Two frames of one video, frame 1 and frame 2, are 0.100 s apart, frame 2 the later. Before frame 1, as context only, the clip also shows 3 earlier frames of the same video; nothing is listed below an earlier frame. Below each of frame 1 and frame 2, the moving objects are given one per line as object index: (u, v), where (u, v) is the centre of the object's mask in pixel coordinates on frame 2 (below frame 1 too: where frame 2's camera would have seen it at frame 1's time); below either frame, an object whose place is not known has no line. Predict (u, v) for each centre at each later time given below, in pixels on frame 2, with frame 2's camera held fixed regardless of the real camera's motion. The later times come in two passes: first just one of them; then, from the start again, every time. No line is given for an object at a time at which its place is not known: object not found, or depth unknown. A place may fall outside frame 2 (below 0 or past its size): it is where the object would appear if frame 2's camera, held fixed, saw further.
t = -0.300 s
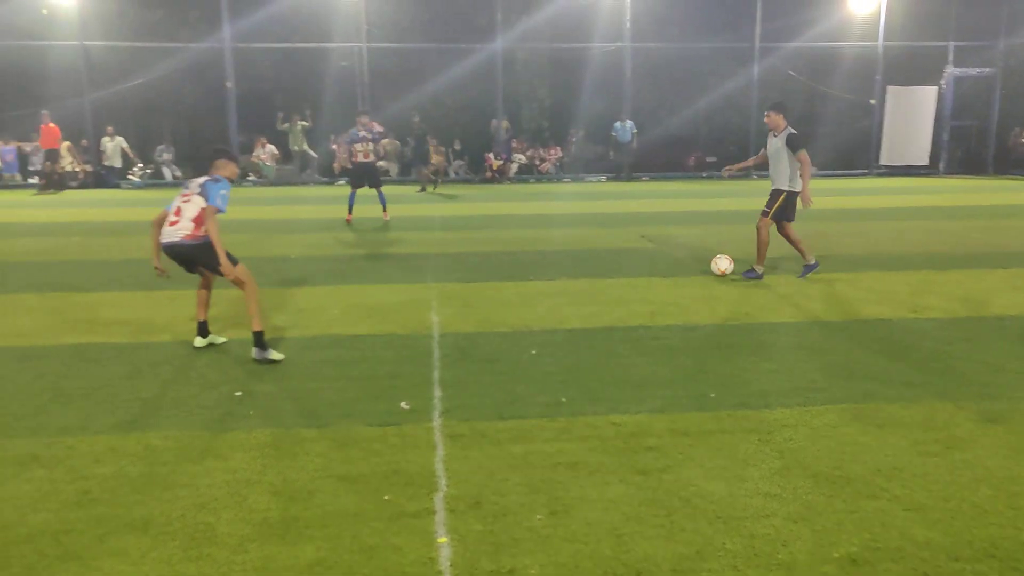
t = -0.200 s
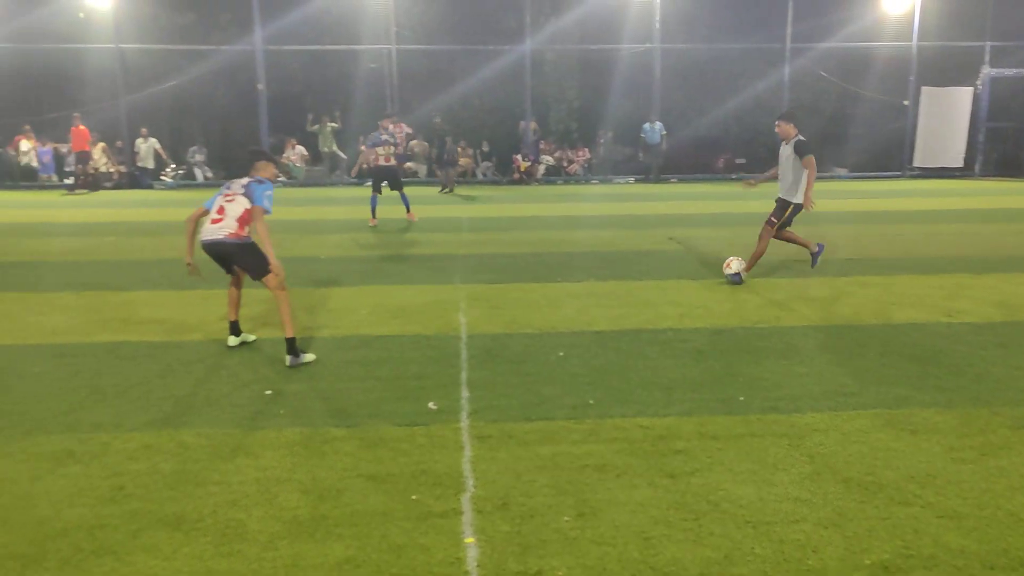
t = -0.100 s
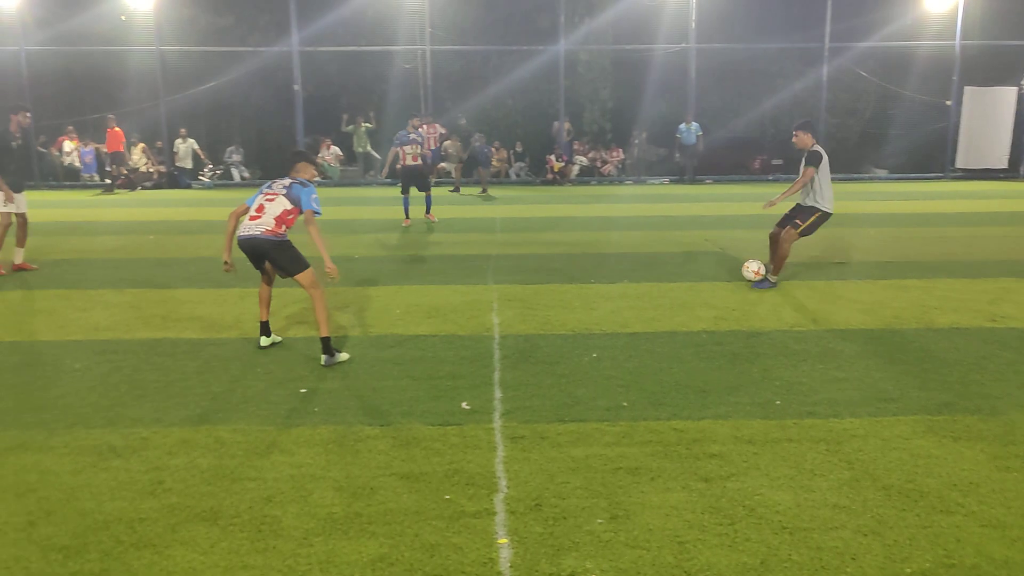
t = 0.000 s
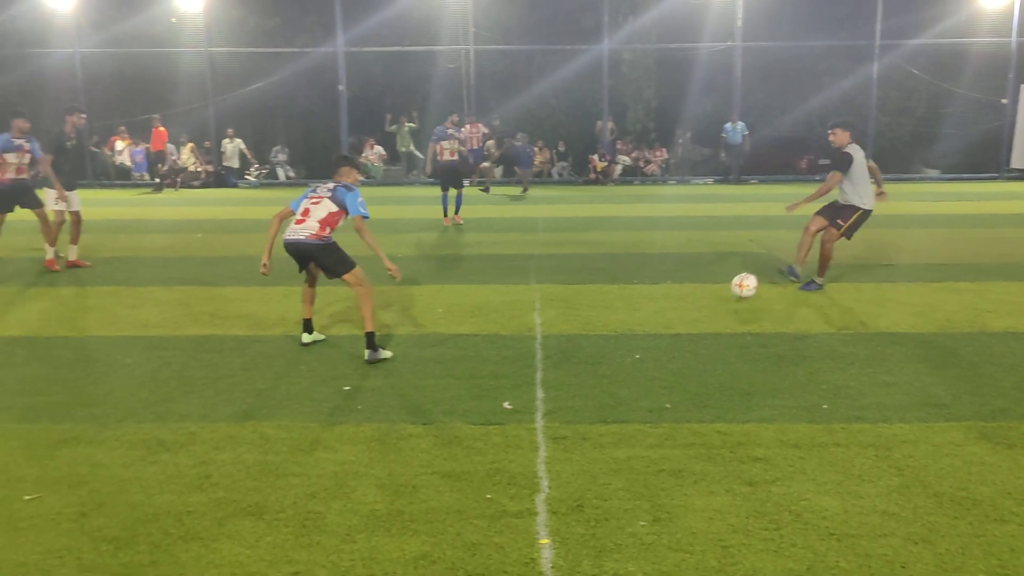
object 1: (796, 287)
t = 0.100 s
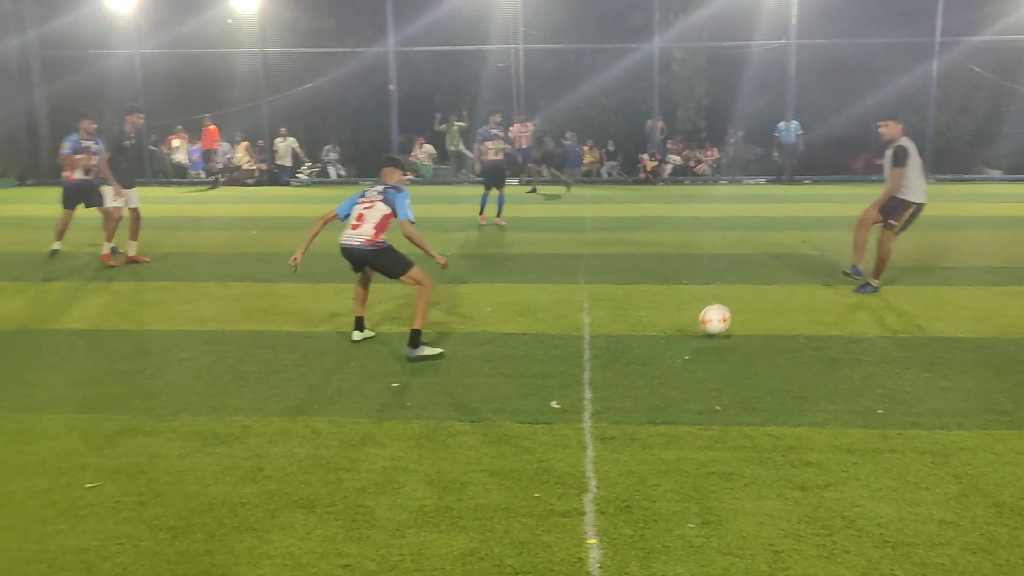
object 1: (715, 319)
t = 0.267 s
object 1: (520, 387)
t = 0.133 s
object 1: (681, 335)
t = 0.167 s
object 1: (644, 352)
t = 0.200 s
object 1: (607, 360)
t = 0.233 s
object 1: (566, 372)
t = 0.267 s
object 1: (520, 387)
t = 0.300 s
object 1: (467, 406)
